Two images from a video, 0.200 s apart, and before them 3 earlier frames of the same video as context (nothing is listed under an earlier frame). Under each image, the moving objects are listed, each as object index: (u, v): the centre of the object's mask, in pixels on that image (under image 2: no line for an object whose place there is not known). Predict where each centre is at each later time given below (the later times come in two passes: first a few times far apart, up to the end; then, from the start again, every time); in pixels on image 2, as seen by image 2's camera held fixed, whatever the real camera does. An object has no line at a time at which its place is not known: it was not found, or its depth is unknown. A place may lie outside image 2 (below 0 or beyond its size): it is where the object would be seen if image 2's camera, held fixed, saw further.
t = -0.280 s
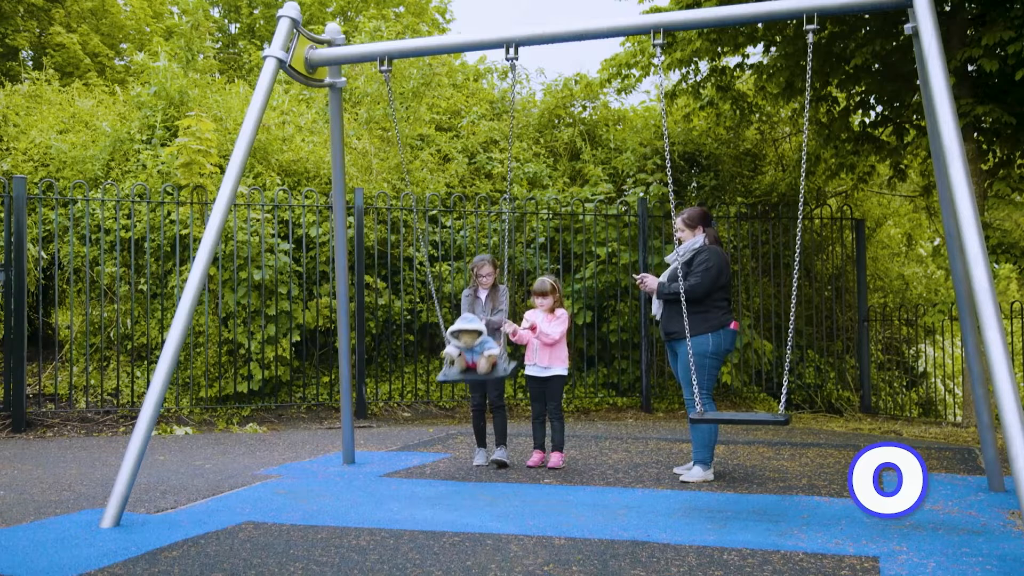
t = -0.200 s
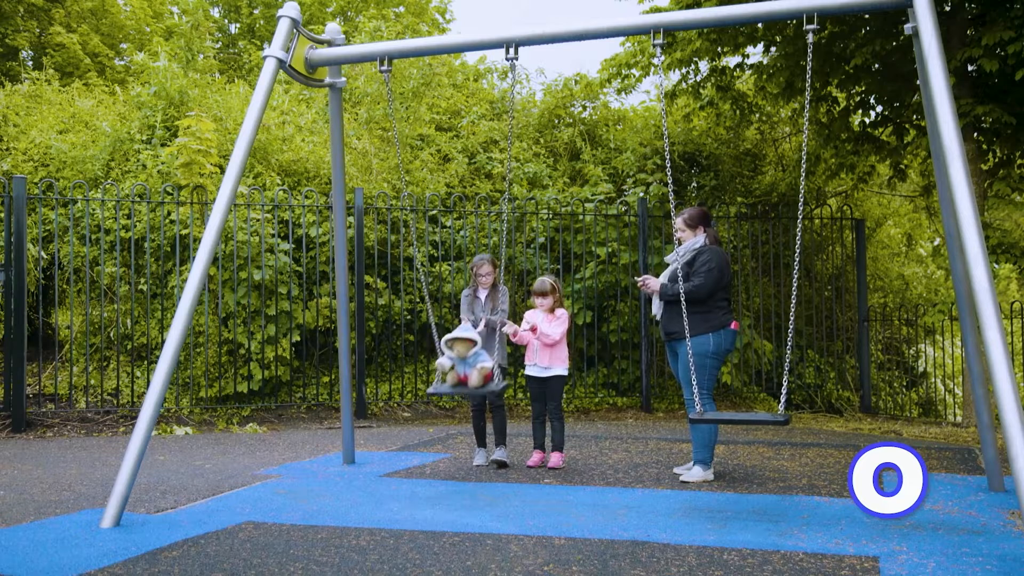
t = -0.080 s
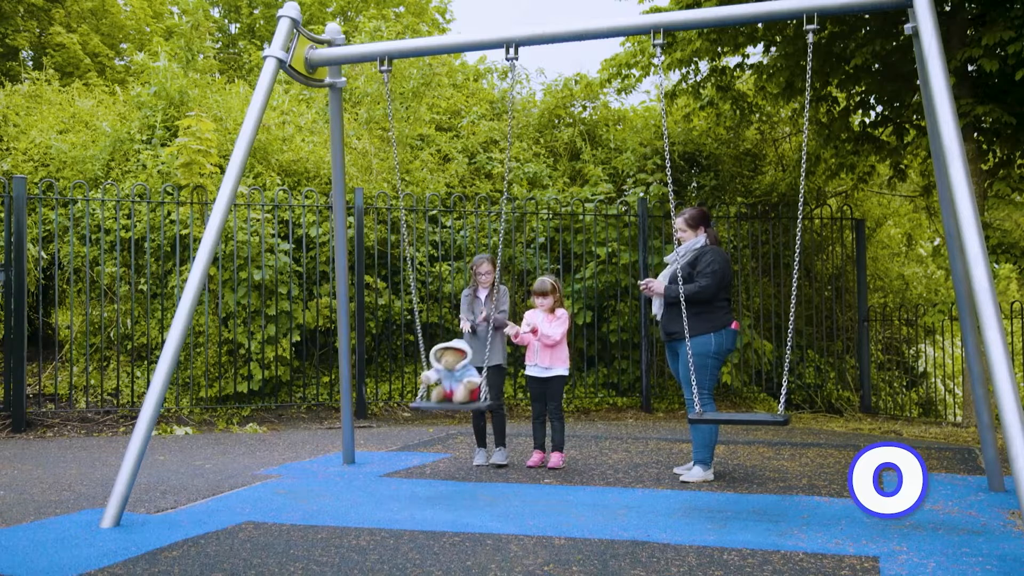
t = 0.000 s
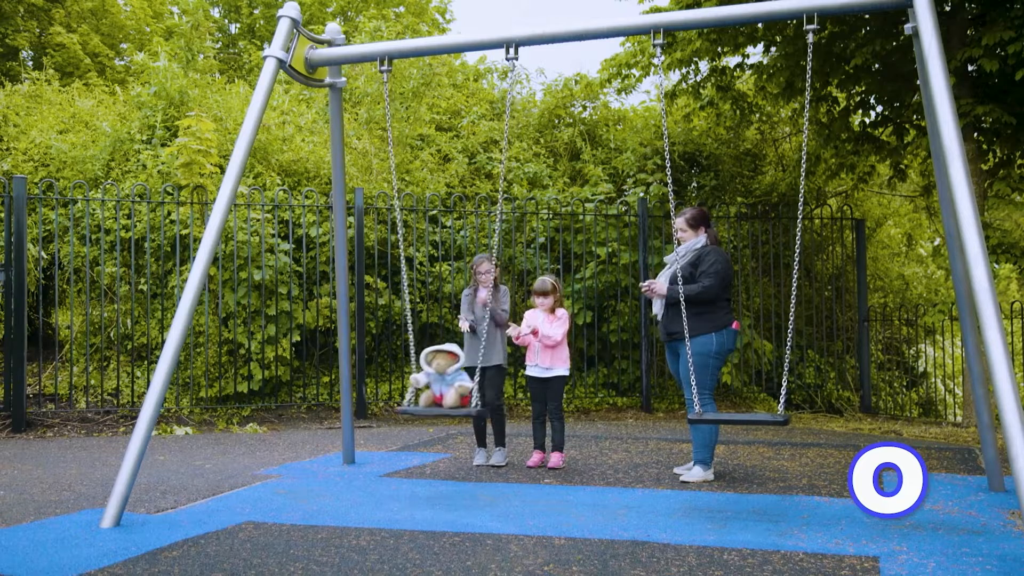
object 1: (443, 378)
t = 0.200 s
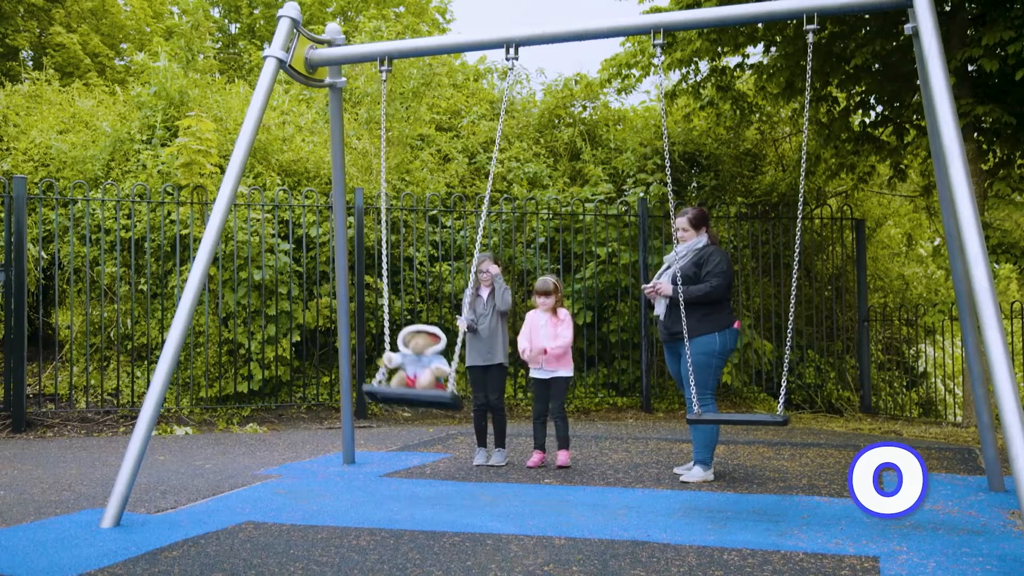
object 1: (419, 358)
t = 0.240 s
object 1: (415, 350)
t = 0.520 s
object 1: (398, 297)
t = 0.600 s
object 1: (398, 292)
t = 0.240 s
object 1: (415, 350)
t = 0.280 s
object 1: (411, 341)
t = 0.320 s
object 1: (408, 332)
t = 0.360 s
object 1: (405, 323)
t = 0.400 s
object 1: (402, 315)
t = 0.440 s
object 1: (400, 307)
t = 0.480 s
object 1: (399, 301)
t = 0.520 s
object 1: (398, 297)
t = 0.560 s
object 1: (398, 293)
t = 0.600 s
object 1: (398, 292)
